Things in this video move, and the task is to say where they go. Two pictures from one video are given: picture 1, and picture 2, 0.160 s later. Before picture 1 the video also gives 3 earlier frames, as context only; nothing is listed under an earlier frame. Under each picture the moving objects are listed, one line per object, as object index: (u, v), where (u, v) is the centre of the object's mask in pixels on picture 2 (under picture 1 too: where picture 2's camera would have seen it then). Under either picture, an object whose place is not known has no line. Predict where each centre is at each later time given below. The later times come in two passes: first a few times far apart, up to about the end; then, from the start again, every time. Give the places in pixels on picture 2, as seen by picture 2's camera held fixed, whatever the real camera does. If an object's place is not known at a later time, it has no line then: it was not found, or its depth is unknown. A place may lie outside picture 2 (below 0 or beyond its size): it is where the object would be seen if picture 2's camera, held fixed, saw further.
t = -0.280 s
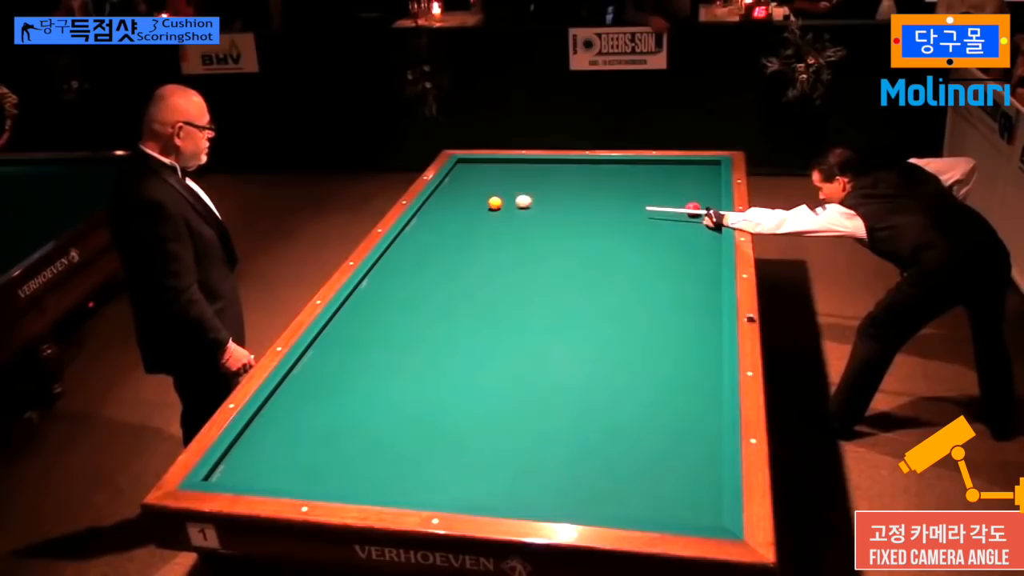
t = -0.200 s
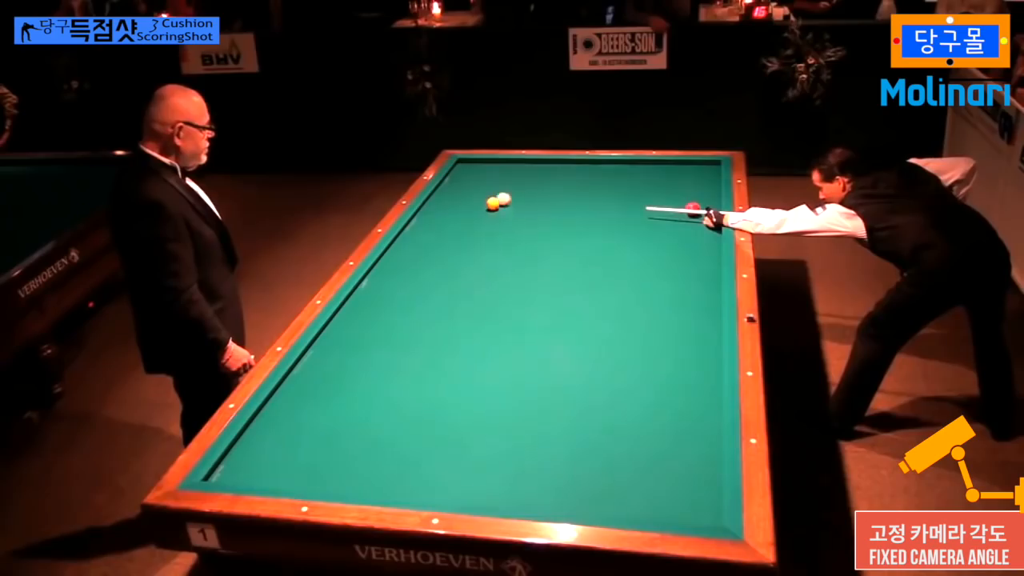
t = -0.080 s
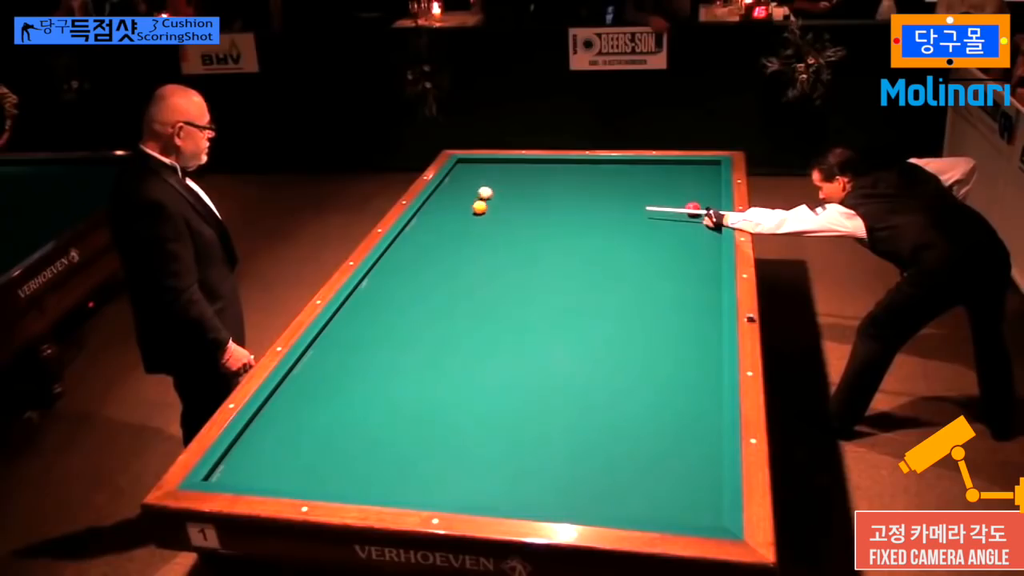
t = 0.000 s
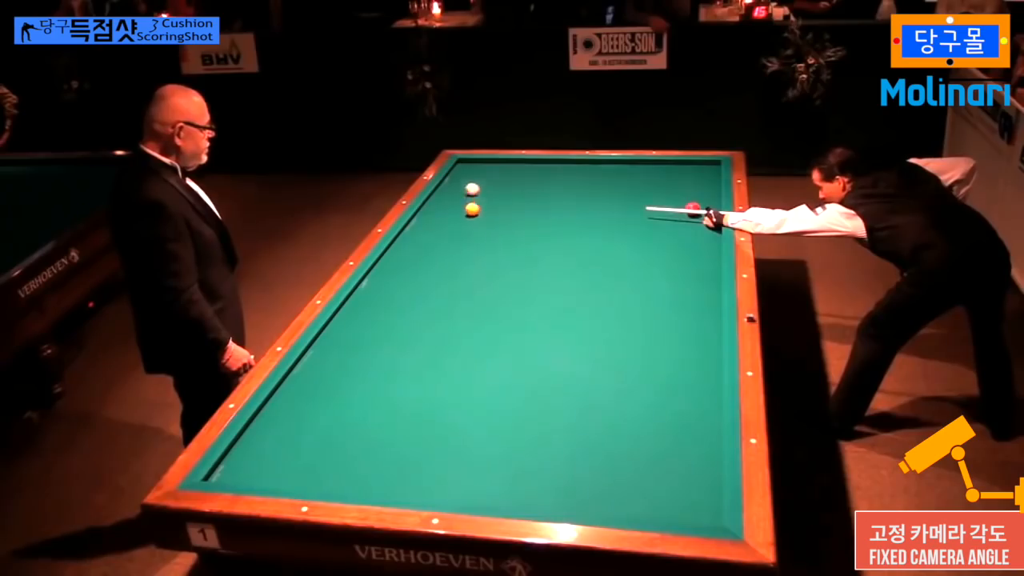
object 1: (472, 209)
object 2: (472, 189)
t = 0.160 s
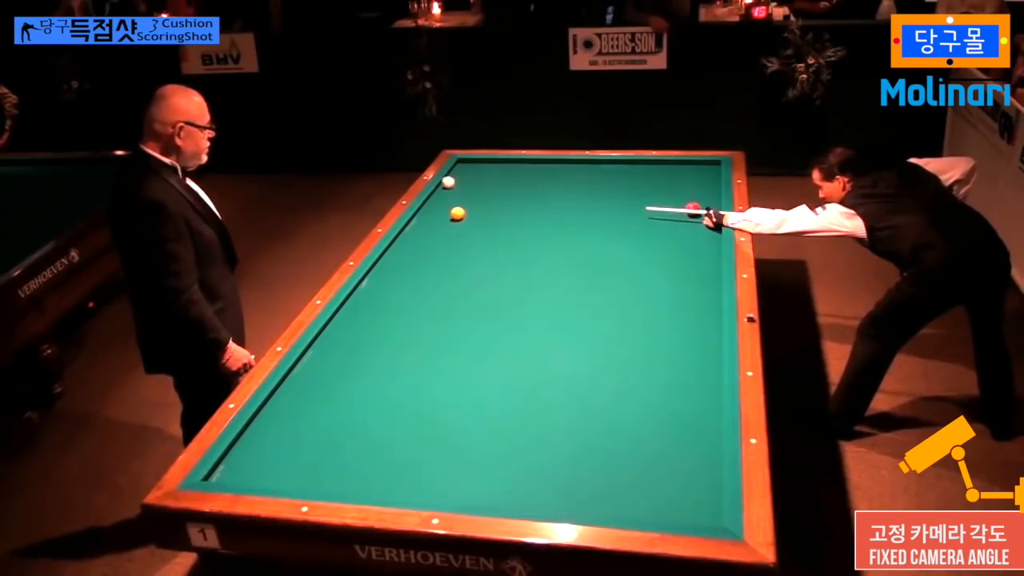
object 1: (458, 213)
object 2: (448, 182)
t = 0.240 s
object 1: (450, 215)
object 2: (455, 180)
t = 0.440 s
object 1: (432, 220)
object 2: (481, 173)
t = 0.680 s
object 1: (410, 226)
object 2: (509, 166)
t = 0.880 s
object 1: (414, 230)
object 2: (532, 160)
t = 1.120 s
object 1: (420, 234)
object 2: (552, 165)
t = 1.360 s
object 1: (426, 238)
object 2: (572, 169)
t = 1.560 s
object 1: (430, 242)
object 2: (589, 172)
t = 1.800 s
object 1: (435, 246)
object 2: (610, 176)
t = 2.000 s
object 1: (439, 249)
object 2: (627, 180)
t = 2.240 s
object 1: (444, 253)
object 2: (648, 184)
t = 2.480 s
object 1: (449, 257)
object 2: (669, 188)
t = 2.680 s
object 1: (453, 260)
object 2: (687, 192)
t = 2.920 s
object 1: (457, 263)
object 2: (708, 197)
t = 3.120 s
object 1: (460, 266)
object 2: (709, 201)
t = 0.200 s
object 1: (454, 214)
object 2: (448, 181)
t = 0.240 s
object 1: (450, 215)
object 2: (455, 180)
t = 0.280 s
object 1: (446, 216)
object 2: (461, 178)
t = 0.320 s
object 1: (443, 218)
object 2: (467, 177)
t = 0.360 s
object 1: (439, 219)
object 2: (472, 176)
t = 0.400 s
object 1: (435, 219)
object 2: (477, 174)
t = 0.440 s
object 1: (432, 220)
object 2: (481, 173)
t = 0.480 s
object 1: (428, 221)
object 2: (486, 172)
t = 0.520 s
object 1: (424, 223)
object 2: (491, 171)
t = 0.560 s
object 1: (420, 224)
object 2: (495, 170)
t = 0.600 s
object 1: (417, 225)
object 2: (500, 168)
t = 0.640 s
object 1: (413, 226)
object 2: (505, 167)
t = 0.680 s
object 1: (410, 226)
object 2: (509, 166)
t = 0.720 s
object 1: (411, 227)
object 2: (514, 165)
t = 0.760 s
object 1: (412, 228)
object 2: (518, 164)
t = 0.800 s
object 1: (413, 229)
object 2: (523, 163)
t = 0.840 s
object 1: (413, 230)
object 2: (527, 162)
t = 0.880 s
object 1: (414, 230)
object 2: (532, 160)
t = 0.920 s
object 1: (416, 231)
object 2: (535, 161)
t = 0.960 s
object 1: (416, 231)
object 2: (538, 162)
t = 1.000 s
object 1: (417, 232)
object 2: (542, 163)
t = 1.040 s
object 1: (418, 233)
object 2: (545, 163)
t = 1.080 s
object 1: (419, 234)
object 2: (548, 164)
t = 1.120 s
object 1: (420, 234)
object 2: (552, 165)
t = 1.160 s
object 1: (421, 235)
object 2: (555, 165)
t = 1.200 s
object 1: (422, 236)
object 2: (558, 166)
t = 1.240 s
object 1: (423, 236)
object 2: (562, 167)
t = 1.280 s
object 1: (424, 237)
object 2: (565, 167)
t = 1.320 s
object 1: (425, 238)
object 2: (569, 168)
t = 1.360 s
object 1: (426, 238)
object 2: (572, 169)
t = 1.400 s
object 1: (426, 239)
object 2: (575, 169)
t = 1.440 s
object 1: (427, 240)
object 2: (578, 170)
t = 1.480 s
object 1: (428, 241)
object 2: (582, 171)
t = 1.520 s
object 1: (429, 241)
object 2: (585, 172)
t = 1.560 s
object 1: (430, 242)
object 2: (589, 172)
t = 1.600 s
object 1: (431, 243)
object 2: (592, 173)
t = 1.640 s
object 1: (432, 244)
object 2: (596, 174)
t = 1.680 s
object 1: (432, 244)
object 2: (599, 175)
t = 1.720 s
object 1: (433, 245)
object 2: (602, 175)
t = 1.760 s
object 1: (434, 245)
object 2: (606, 176)
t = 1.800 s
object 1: (435, 246)
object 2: (610, 176)
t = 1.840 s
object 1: (436, 247)
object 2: (613, 177)
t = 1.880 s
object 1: (437, 247)
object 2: (616, 178)
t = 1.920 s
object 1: (438, 248)
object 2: (620, 178)
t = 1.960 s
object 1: (438, 249)
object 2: (623, 179)
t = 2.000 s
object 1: (439, 249)
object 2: (627, 180)
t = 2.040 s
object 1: (440, 250)
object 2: (630, 181)
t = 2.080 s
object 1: (441, 251)
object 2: (634, 181)
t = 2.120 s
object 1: (442, 251)
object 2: (638, 182)
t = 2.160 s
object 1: (443, 252)
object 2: (641, 183)
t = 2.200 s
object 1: (443, 253)
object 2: (645, 183)
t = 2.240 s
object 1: (444, 253)
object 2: (648, 184)
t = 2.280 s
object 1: (445, 254)
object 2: (652, 185)
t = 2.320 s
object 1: (446, 255)
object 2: (655, 186)
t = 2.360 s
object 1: (447, 255)
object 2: (659, 186)
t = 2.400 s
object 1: (447, 256)
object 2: (662, 187)
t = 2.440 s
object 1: (448, 256)
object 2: (666, 188)
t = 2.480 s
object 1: (449, 257)
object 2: (669, 188)
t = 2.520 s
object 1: (450, 258)
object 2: (673, 189)
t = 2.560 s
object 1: (450, 258)
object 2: (676, 190)
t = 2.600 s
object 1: (451, 259)
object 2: (680, 191)
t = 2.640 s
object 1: (452, 259)
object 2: (683, 191)
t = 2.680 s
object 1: (453, 260)
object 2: (687, 192)
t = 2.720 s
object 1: (453, 261)
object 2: (691, 193)
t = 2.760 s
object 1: (454, 261)
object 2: (694, 194)
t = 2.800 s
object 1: (455, 262)
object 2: (698, 195)
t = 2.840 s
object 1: (456, 262)
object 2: (701, 195)
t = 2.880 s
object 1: (456, 263)
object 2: (705, 196)
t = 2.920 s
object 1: (457, 263)
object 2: (708, 197)
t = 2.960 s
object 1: (458, 264)
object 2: (712, 198)
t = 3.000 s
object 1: (459, 264)
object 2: (715, 198)
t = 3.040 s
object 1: (459, 265)
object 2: (713, 199)
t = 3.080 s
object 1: (460, 265)
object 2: (711, 200)
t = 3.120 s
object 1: (460, 266)
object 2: (709, 201)
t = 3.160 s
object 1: (461, 266)
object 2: (707, 201)
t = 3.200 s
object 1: (462, 267)
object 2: (705, 202)
